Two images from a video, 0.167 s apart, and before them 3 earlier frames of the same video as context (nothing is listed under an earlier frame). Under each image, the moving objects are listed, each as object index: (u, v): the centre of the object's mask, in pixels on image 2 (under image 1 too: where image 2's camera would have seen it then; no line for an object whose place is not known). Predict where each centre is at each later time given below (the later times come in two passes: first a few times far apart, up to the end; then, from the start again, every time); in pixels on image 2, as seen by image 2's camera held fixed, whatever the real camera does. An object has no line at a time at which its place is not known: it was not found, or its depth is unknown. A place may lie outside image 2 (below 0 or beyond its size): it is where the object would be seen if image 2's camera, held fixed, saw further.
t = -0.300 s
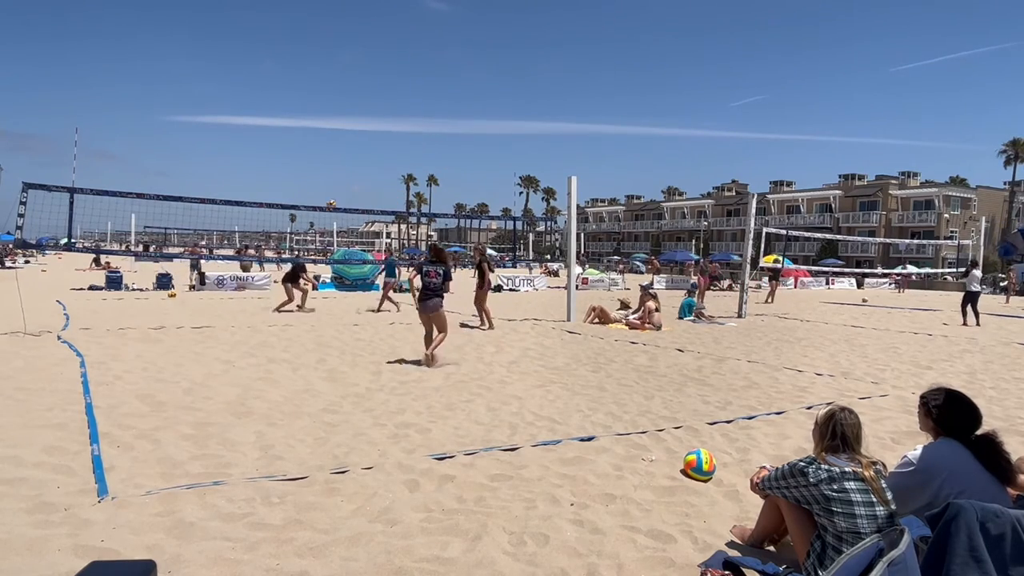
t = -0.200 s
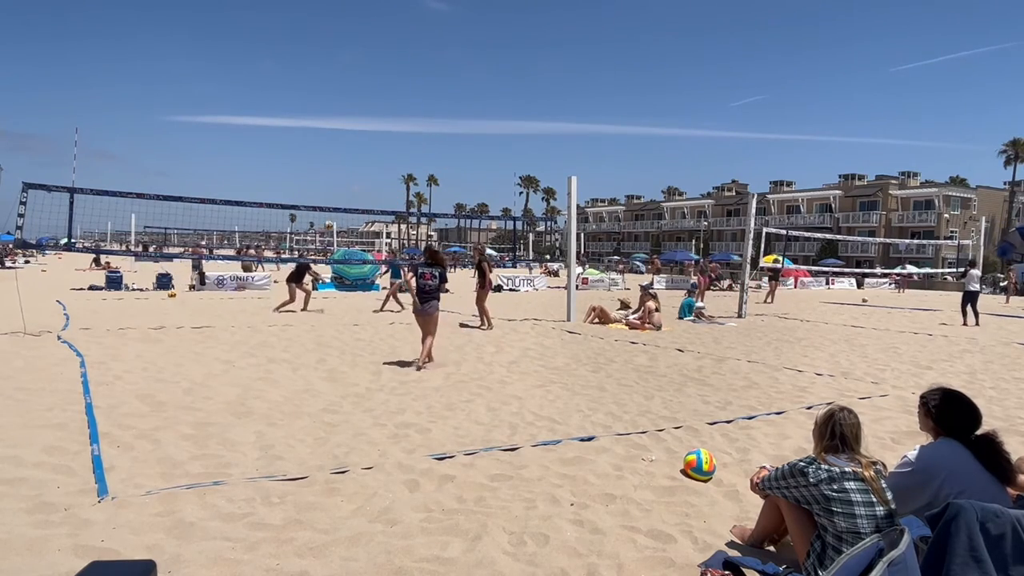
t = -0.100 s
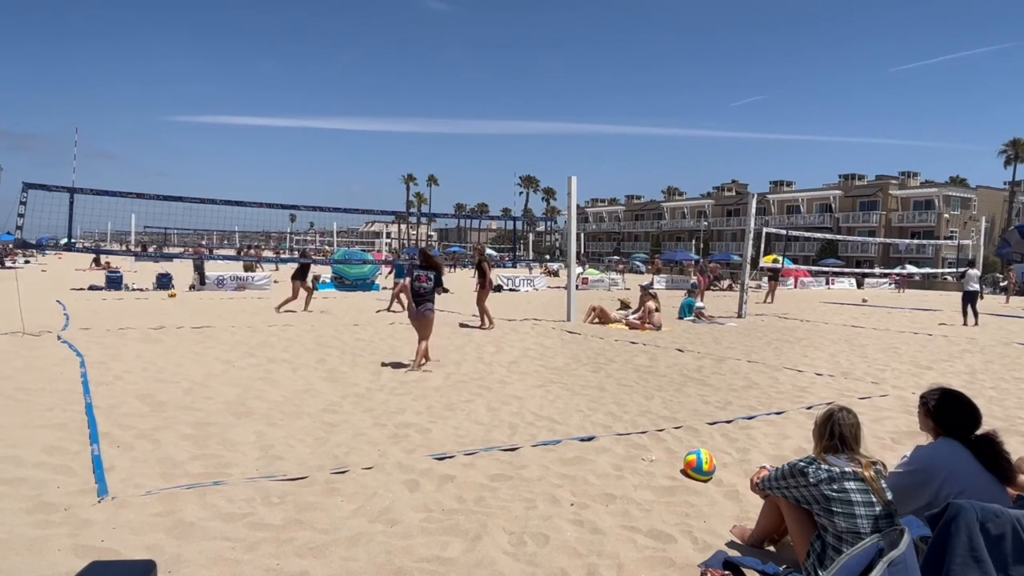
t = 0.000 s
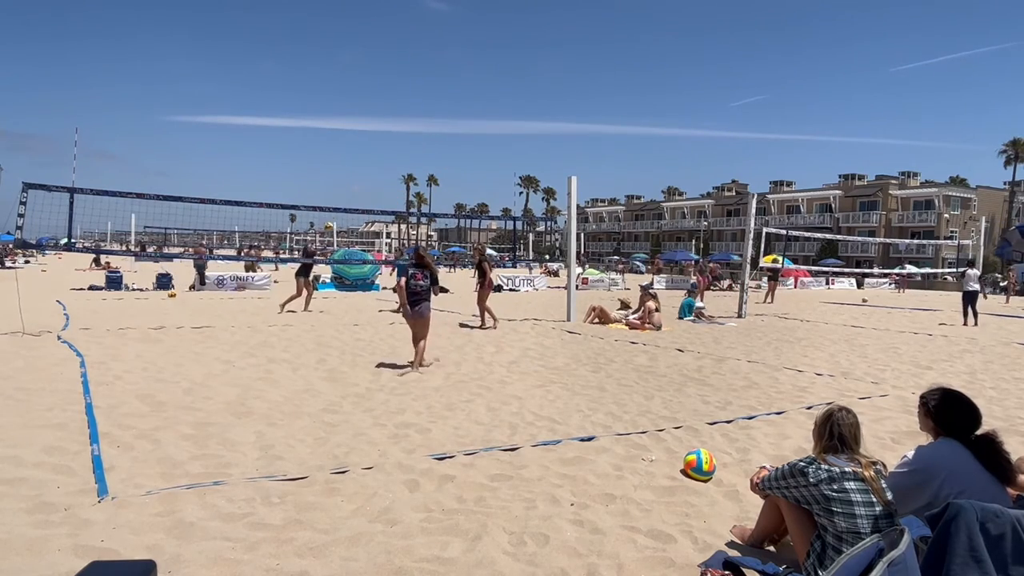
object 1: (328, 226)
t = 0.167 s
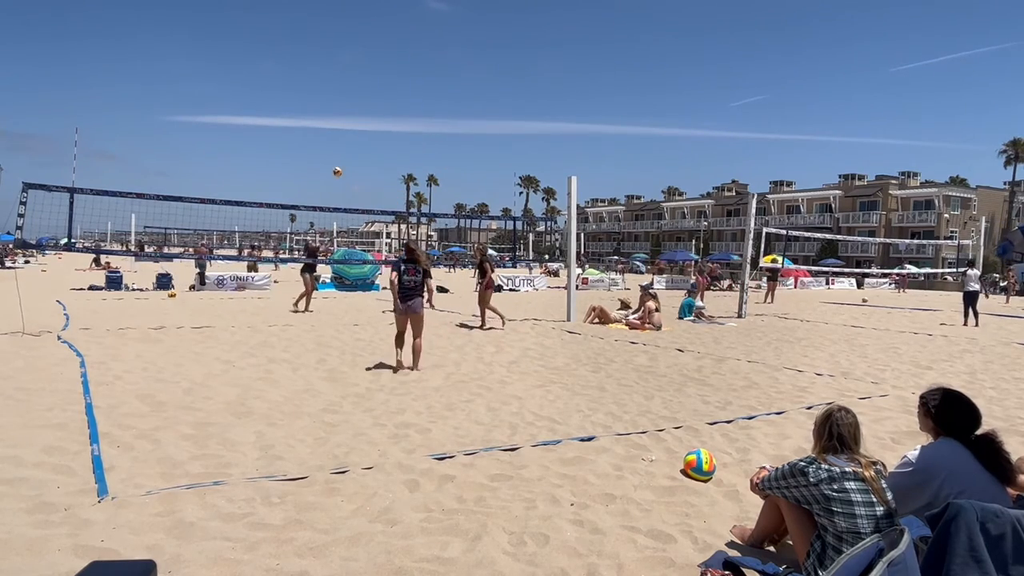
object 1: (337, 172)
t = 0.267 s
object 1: (343, 145)
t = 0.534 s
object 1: (358, 96)
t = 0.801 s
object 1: (375, 79)
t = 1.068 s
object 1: (393, 94)
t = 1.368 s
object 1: (414, 146)
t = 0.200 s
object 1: (339, 162)
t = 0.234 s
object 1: (341, 153)
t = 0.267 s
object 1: (343, 145)
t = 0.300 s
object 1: (344, 137)
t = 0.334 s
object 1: (346, 129)
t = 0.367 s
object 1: (348, 123)
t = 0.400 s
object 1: (350, 116)
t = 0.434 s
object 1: (352, 110)
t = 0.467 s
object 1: (354, 105)
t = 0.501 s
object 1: (356, 100)
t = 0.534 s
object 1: (358, 96)
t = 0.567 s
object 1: (360, 92)
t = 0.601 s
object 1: (363, 89)
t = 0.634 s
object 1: (365, 86)
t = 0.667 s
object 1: (367, 83)
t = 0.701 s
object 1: (369, 82)
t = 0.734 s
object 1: (371, 80)
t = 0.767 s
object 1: (373, 79)
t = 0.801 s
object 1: (375, 79)
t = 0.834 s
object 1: (378, 79)
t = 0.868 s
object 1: (380, 80)
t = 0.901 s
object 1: (382, 81)
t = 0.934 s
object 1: (384, 83)
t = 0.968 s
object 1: (387, 85)
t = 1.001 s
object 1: (389, 87)
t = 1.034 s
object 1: (391, 90)
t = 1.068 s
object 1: (393, 94)
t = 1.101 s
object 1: (396, 97)
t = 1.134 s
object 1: (398, 102)
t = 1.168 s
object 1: (400, 107)
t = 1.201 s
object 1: (402, 112)
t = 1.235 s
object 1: (405, 118)
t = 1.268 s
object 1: (407, 125)
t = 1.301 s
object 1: (409, 132)
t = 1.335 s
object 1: (411, 139)
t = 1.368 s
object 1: (414, 146)
